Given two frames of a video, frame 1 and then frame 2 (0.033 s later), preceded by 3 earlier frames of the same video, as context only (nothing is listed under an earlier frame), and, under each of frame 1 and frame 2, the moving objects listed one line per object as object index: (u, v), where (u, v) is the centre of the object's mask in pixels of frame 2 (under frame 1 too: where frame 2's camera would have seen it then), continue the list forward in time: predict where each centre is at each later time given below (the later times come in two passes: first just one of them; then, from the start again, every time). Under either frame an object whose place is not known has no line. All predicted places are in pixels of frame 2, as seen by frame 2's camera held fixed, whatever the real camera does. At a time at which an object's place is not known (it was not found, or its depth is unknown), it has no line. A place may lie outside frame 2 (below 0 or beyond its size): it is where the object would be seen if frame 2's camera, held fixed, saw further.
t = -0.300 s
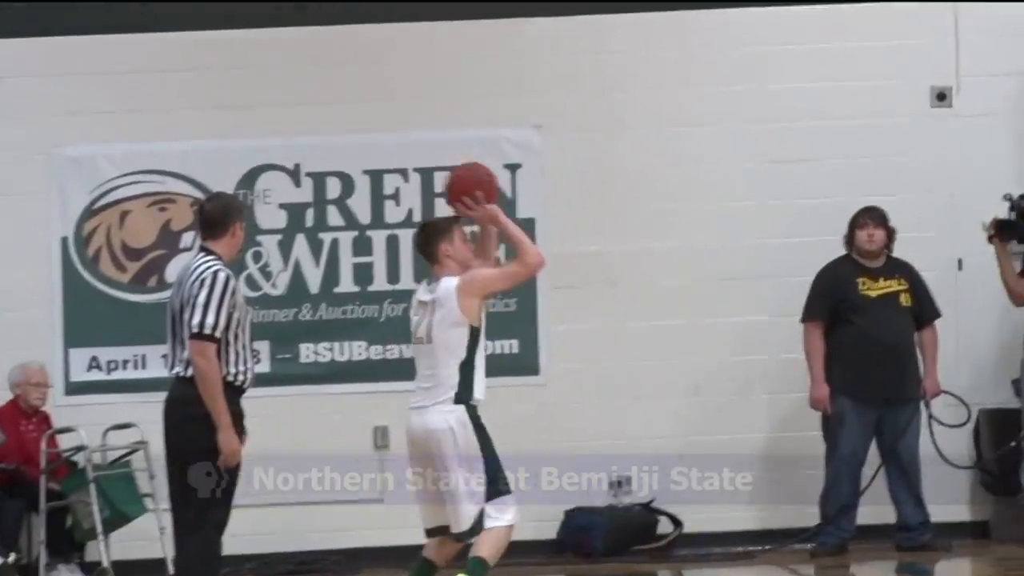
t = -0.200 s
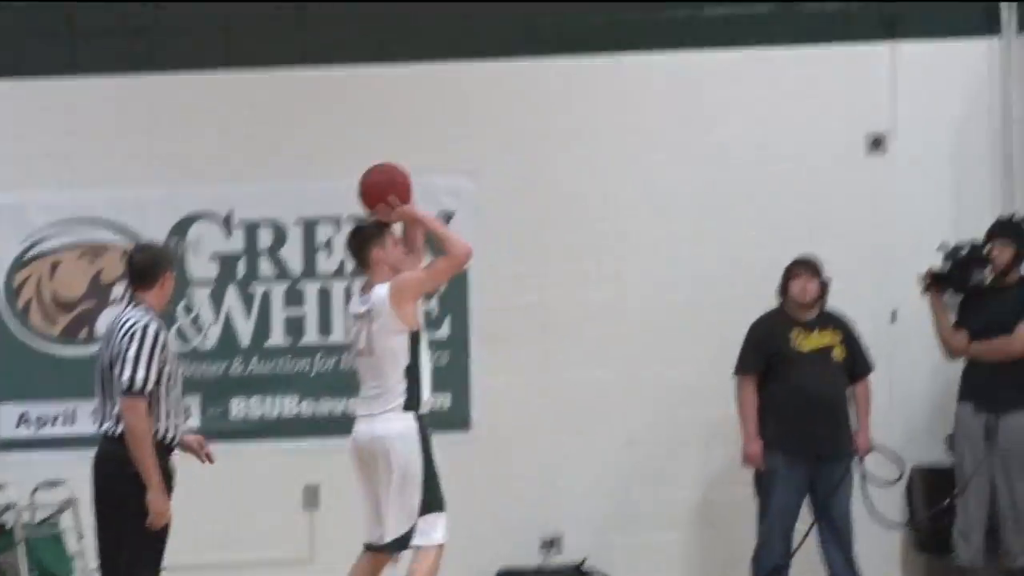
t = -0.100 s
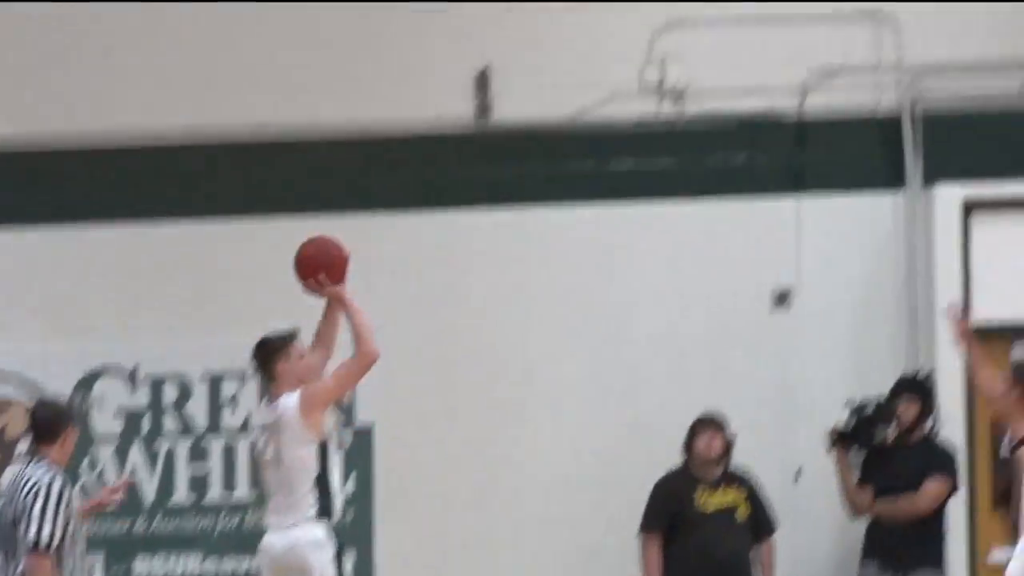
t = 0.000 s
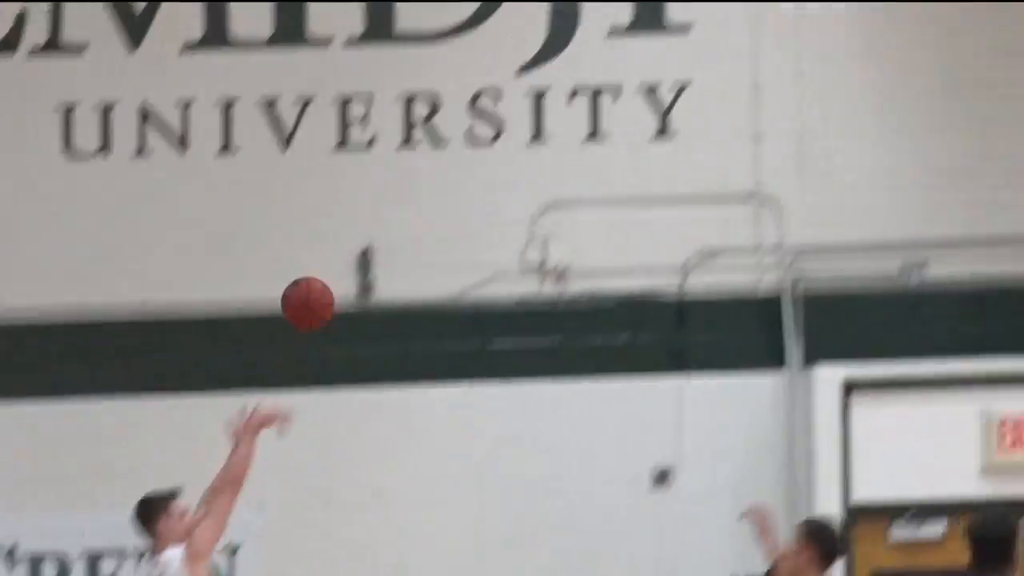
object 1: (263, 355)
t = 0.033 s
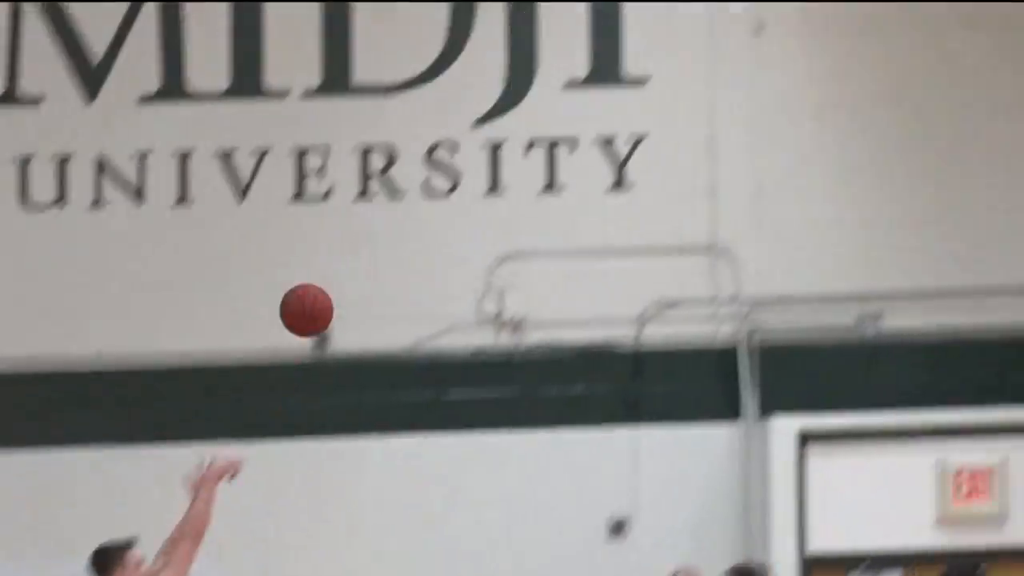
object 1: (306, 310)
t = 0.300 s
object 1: (638, 51)
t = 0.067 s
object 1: (349, 269)
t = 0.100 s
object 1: (391, 230)
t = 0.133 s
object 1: (433, 194)
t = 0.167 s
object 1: (475, 160)
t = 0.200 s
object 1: (516, 130)
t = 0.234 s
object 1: (557, 101)
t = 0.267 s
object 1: (599, 74)
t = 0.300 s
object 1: (638, 51)
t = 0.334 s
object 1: (675, 34)
